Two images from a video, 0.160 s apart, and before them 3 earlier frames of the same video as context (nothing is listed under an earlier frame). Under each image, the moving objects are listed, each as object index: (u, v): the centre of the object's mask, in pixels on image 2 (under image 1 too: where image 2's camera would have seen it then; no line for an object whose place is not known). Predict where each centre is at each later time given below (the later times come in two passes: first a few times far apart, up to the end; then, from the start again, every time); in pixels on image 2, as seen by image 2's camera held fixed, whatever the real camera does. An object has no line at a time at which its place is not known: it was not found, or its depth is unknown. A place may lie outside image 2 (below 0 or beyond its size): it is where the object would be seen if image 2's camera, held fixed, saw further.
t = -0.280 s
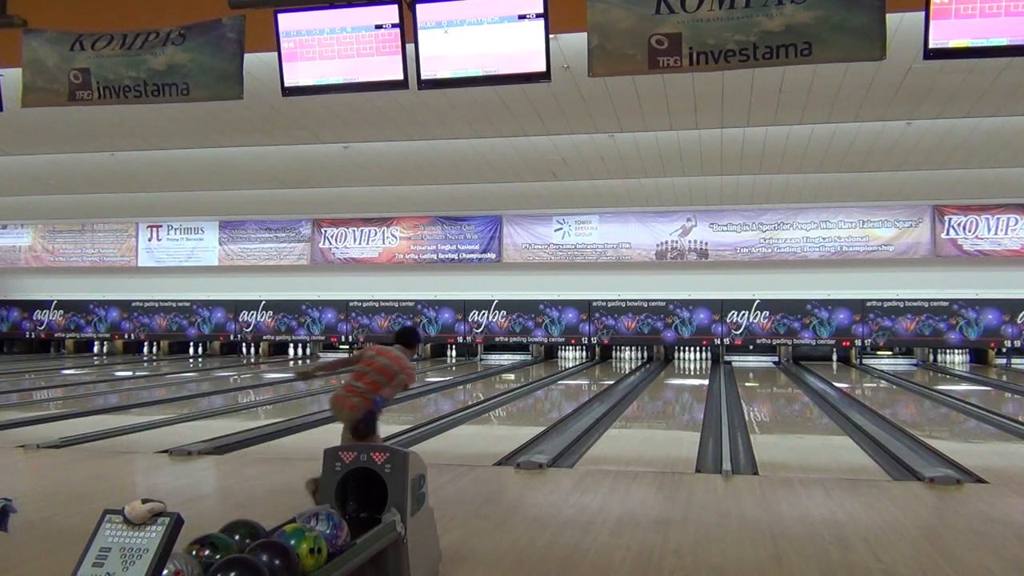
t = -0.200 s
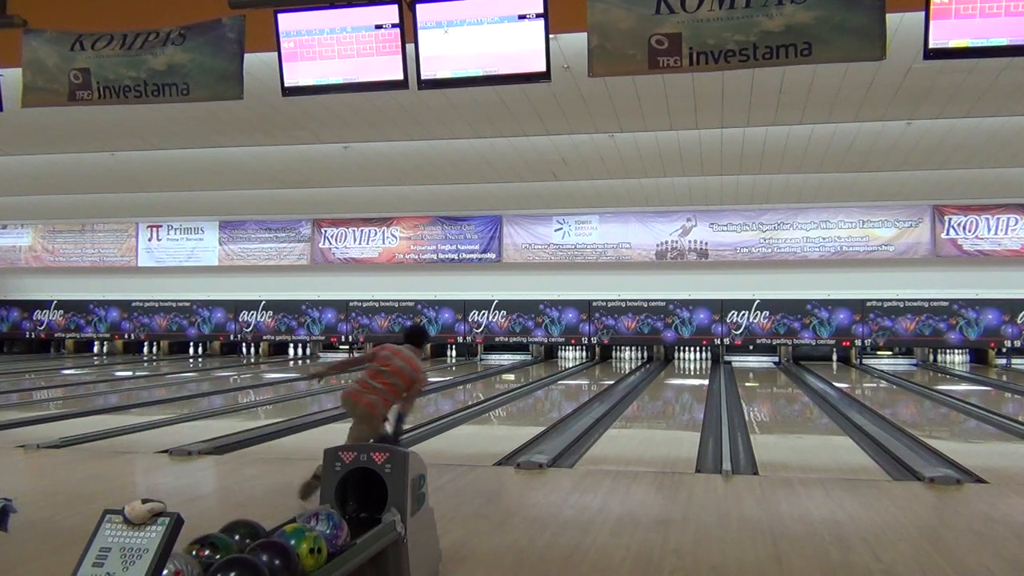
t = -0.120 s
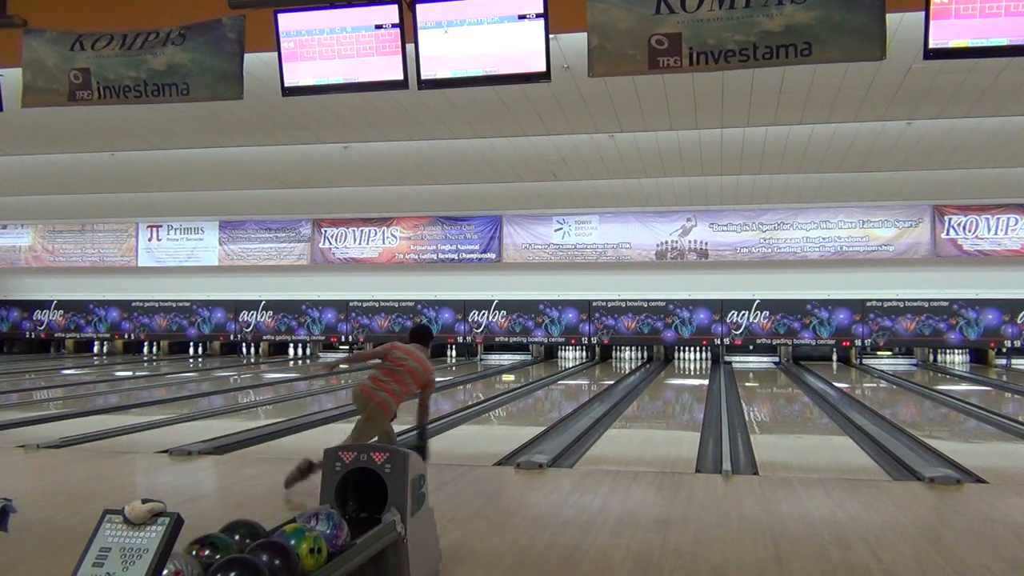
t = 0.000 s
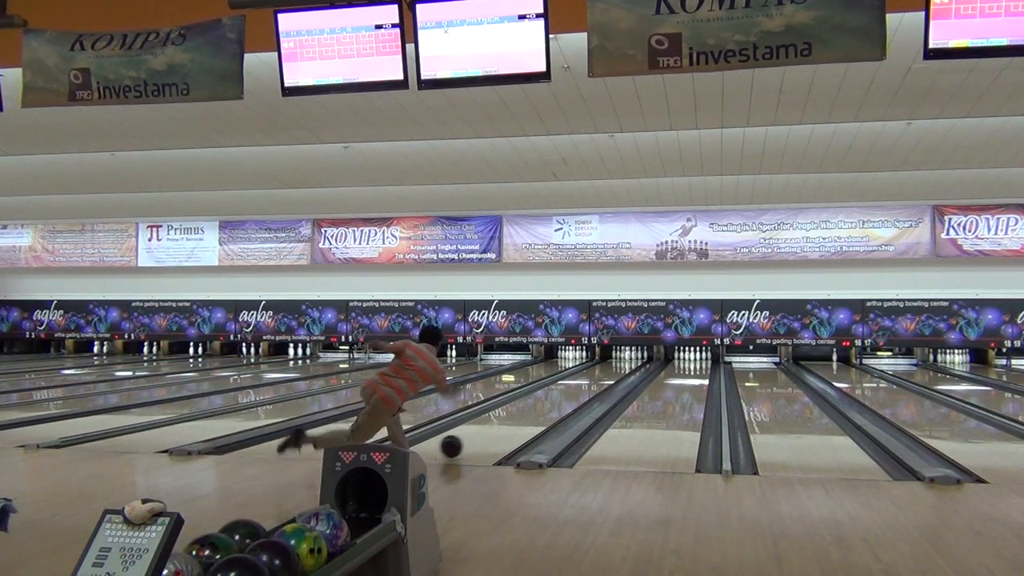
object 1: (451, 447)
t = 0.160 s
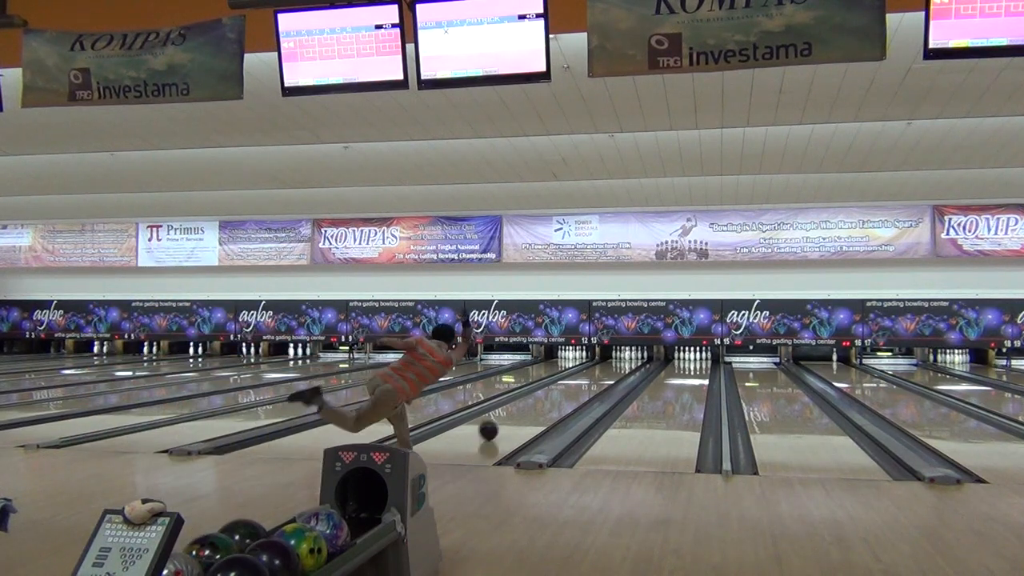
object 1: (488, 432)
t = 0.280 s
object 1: (511, 419)
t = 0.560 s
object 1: (552, 400)
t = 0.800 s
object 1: (573, 390)
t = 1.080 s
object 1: (591, 381)
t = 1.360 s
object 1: (605, 372)
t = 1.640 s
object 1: (616, 366)
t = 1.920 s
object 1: (622, 362)
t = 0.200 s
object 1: (497, 426)
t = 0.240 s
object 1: (504, 423)
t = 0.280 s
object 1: (511, 419)
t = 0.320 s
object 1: (517, 416)
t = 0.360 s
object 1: (524, 413)
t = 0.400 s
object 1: (530, 411)
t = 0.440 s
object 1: (536, 408)
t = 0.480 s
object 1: (541, 405)
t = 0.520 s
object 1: (547, 402)
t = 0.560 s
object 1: (552, 400)
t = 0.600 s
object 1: (554, 399)
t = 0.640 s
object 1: (558, 398)
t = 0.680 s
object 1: (562, 396)
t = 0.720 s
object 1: (565, 394)
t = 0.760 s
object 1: (569, 392)
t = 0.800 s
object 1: (573, 390)
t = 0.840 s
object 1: (575, 389)
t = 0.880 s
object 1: (579, 387)
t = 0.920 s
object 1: (582, 385)
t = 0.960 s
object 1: (585, 384)
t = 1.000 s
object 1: (587, 383)
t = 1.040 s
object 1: (589, 382)
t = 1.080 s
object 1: (591, 381)
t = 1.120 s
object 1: (595, 379)
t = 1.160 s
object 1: (597, 378)
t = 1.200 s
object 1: (598, 377)
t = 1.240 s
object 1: (600, 376)
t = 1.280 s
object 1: (602, 375)
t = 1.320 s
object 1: (604, 373)
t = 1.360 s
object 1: (605, 372)
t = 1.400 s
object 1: (606, 372)
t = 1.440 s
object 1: (609, 371)
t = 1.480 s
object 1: (611, 370)
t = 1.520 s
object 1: (612, 370)
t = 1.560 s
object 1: (614, 368)
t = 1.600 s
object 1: (615, 368)
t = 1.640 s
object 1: (616, 366)
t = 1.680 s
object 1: (617, 366)
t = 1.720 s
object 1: (619, 365)
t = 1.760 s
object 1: (620, 364)
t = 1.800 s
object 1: (619, 364)
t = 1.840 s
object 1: (622, 363)
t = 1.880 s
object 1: (622, 362)
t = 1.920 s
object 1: (622, 362)
